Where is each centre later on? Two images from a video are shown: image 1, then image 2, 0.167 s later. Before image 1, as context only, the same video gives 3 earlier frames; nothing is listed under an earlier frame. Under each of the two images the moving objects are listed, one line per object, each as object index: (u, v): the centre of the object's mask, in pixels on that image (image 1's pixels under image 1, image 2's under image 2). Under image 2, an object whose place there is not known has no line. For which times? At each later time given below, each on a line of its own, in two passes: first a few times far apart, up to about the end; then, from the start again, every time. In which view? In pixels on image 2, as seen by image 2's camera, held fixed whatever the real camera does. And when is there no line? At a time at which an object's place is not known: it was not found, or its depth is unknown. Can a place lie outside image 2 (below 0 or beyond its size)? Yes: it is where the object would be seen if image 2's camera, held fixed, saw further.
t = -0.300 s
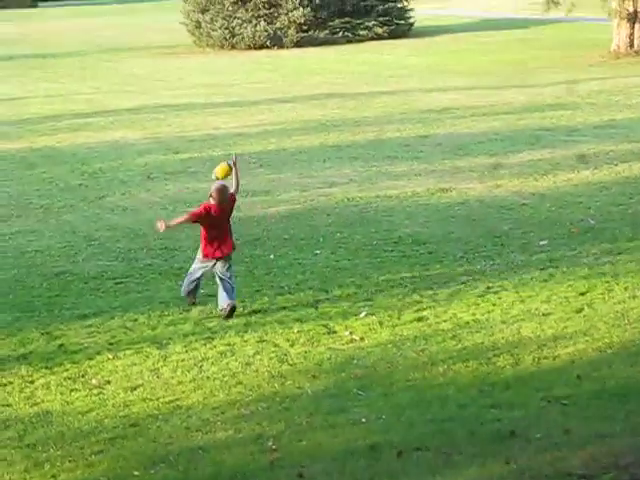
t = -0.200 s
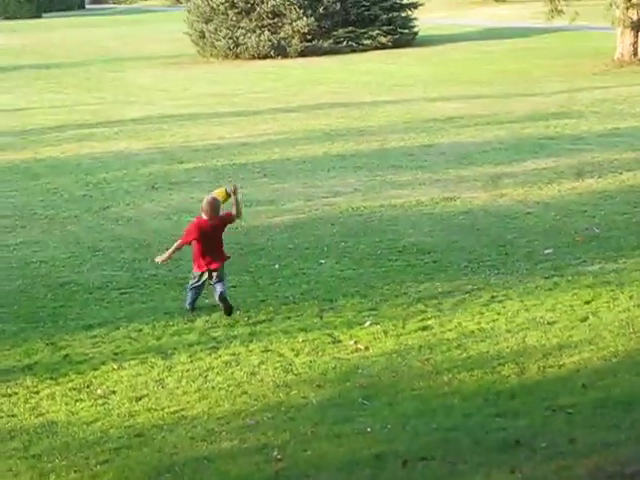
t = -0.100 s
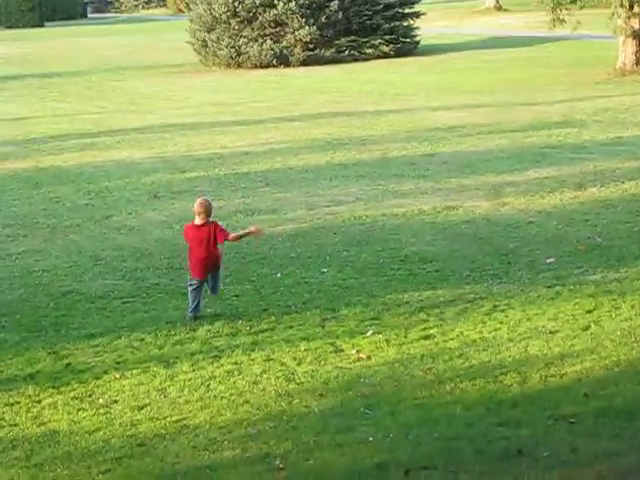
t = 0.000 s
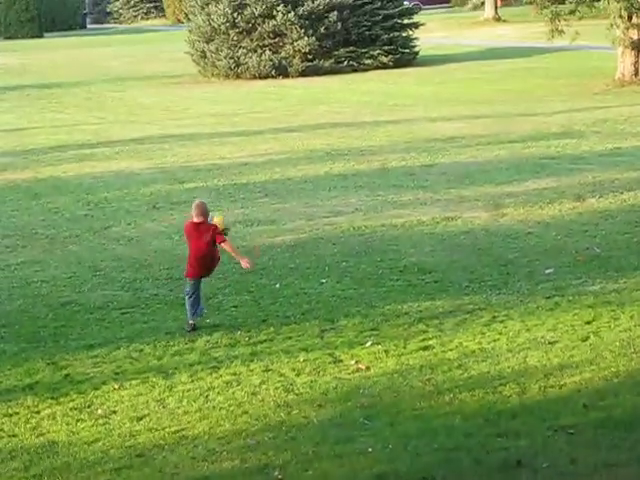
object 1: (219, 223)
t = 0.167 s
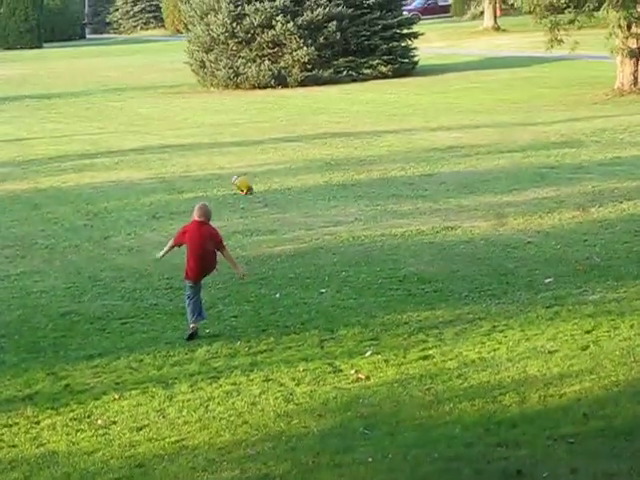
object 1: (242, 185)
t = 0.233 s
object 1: (252, 174)
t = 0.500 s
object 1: (287, 179)
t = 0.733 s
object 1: (317, 252)
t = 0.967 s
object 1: (340, 348)
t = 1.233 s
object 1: (332, 312)
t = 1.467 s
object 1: (323, 346)
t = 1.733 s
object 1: (306, 353)
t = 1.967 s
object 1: (311, 352)
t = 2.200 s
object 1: (316, 354)
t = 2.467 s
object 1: (316, 354)
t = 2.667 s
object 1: (316, 354)
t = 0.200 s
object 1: (247, 179)
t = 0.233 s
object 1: (252, 174)
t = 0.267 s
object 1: (257, 171)
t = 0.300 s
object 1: (261, 168)
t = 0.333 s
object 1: (267, 167)
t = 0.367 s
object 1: (270, 166)
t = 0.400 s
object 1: (274, 168)
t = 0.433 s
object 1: (279, 170)
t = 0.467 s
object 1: (283, 174)
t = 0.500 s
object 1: (287, 179)
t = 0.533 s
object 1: (292, 186)
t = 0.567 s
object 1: (296, 193)
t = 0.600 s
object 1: (301, 202)
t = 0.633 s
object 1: (305, 212)
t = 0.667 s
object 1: (310, 224)
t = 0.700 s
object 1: (314, 237)
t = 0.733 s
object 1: (317, 252)
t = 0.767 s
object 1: (322, 268)
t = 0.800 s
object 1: (326, 285)
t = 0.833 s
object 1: (330, 302)
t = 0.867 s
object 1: (334, 323)
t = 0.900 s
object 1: (338, 343)
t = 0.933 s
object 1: (341, 357)
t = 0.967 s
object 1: (340, 348)
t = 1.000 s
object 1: (340, 340)
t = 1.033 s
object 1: (339, 332)
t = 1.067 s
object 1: (339, 325)
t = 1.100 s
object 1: (338, 320)
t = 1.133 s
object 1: (336, 316)
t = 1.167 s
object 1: (334, 313)
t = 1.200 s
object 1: (334, 312)
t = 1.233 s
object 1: (332, 312)
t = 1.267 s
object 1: (331, 313)
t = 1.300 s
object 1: (330, 315)
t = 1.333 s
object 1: (329, 319)
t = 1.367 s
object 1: (327, 324)
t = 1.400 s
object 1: (326, 330)
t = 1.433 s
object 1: (325, 337)
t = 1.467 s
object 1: (323, 346)
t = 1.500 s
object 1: (321, 355)
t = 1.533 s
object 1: (320, 355)
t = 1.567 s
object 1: (318, 353)
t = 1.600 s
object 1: (315, 351)
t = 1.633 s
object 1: (313, 351)
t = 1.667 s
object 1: (310, 351)
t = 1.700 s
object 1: (308, 352)
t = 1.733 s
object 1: (306, 353)
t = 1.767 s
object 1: (306, 351)
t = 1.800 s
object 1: (306, 350)
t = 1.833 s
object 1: (307, 350)
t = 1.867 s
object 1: (307, 351)
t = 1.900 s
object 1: (308, 351)
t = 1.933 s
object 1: (310, 351)
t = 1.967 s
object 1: (311, 352)
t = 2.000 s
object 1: (312, 353)
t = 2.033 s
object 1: (314, 353)
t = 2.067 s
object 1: (315, 354)
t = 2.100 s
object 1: (315, 354)
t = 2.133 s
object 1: (316, 354)
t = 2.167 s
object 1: (316, 354)
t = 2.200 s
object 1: (316, 354)
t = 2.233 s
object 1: (316, 354)
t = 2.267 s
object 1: (316, 354)
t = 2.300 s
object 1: (315, 354)
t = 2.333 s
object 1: (315, 354)
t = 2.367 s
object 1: (315, 354)
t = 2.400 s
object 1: (315, 354)
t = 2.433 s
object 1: (316, 354)
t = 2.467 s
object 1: (316, 354)
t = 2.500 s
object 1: (315, 354)
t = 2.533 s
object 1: (316, 354)
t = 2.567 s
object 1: (316, 354)
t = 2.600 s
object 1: (316, 354)
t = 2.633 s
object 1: (316, 354)
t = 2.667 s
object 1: (316, 354)
